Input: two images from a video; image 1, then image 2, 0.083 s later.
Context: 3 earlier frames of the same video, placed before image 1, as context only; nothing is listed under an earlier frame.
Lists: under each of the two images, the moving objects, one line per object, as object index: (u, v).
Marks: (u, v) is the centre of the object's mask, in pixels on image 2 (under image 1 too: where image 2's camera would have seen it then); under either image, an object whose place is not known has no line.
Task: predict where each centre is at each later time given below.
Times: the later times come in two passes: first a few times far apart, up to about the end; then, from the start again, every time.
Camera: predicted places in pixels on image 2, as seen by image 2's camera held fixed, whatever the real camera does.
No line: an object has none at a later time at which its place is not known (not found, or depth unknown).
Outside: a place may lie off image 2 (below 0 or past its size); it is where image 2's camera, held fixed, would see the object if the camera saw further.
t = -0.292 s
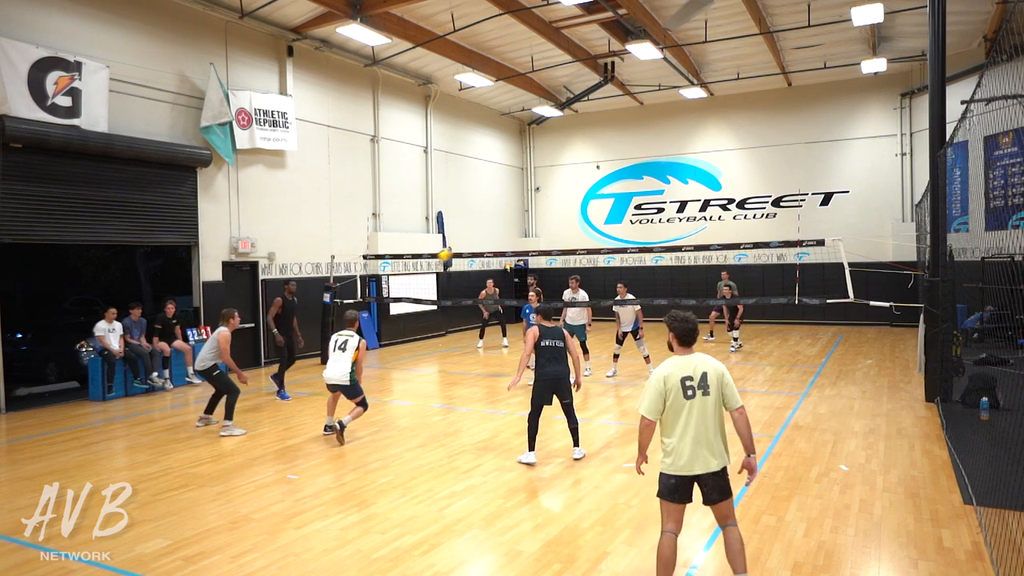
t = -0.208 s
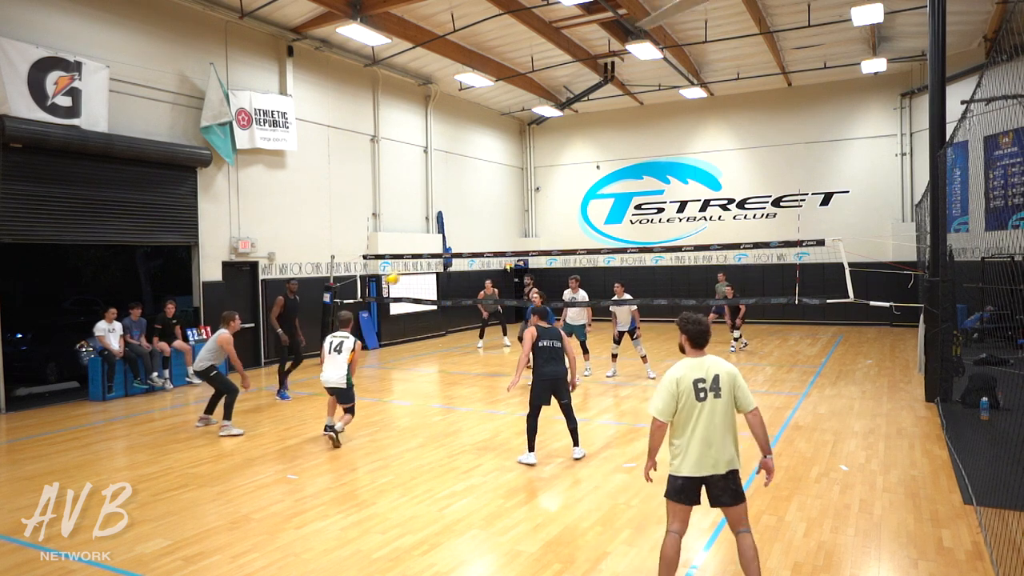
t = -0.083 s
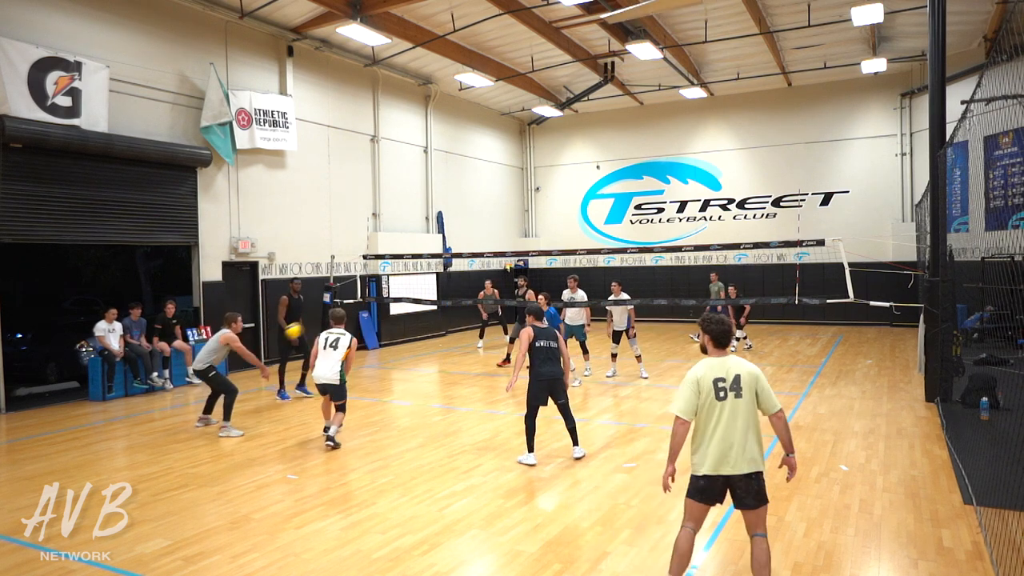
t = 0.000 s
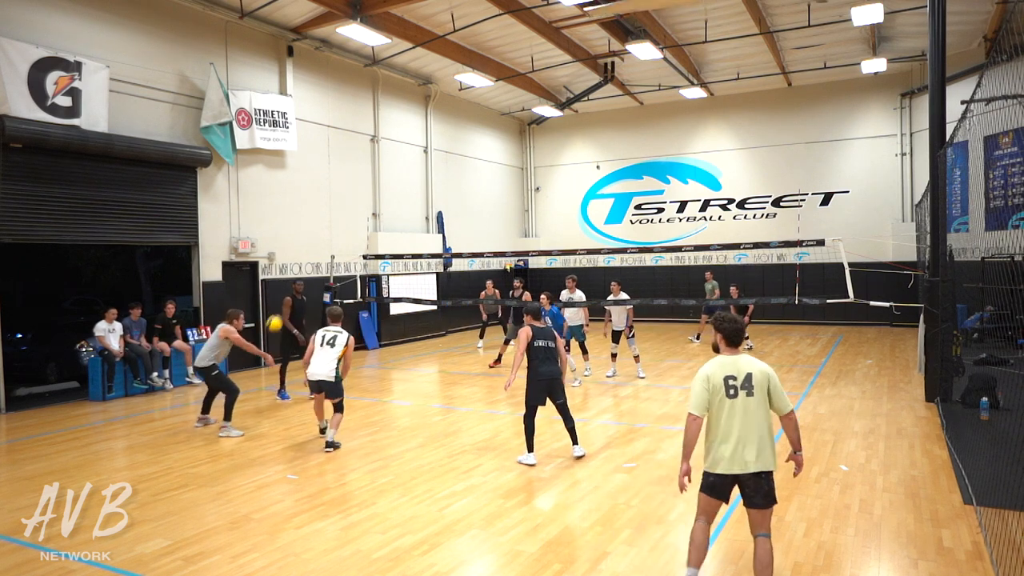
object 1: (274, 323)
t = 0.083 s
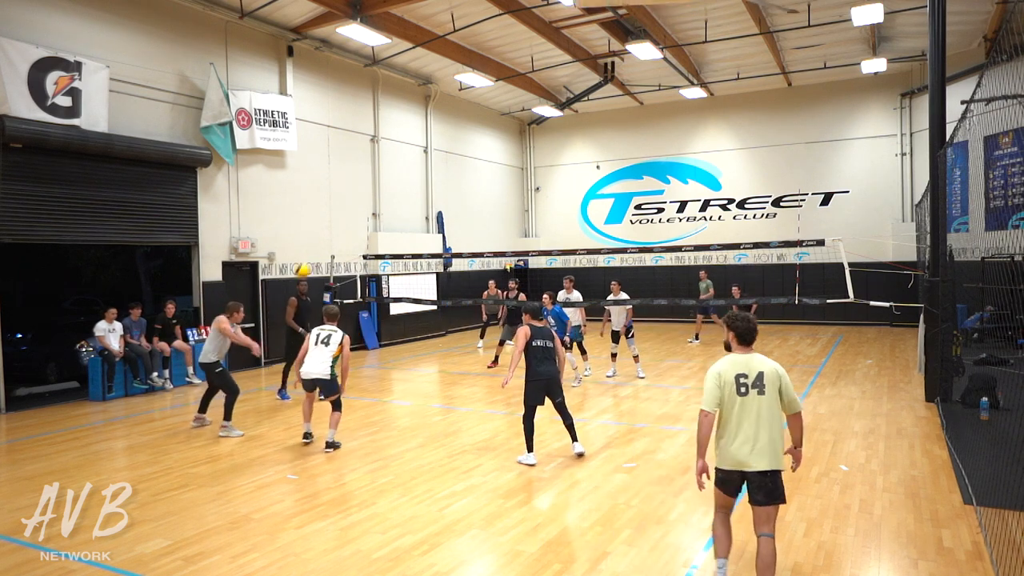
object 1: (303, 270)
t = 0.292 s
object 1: (361, 178)
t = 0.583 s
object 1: (441, 102)
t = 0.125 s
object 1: (315, 249)
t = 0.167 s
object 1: (327, 229)
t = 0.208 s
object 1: (338, 211)
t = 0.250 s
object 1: (350, 194)
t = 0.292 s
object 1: (361, 178)
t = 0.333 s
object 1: (375, 161)
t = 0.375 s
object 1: (386, 148)
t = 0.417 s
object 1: (397, 137)
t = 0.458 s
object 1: (408, 127)
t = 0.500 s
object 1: (418, 117)
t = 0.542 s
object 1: (428, 110)
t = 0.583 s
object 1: (441, 102)
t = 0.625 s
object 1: (450, 97)
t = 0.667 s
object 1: (460, 93)
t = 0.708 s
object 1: (468, 89)
